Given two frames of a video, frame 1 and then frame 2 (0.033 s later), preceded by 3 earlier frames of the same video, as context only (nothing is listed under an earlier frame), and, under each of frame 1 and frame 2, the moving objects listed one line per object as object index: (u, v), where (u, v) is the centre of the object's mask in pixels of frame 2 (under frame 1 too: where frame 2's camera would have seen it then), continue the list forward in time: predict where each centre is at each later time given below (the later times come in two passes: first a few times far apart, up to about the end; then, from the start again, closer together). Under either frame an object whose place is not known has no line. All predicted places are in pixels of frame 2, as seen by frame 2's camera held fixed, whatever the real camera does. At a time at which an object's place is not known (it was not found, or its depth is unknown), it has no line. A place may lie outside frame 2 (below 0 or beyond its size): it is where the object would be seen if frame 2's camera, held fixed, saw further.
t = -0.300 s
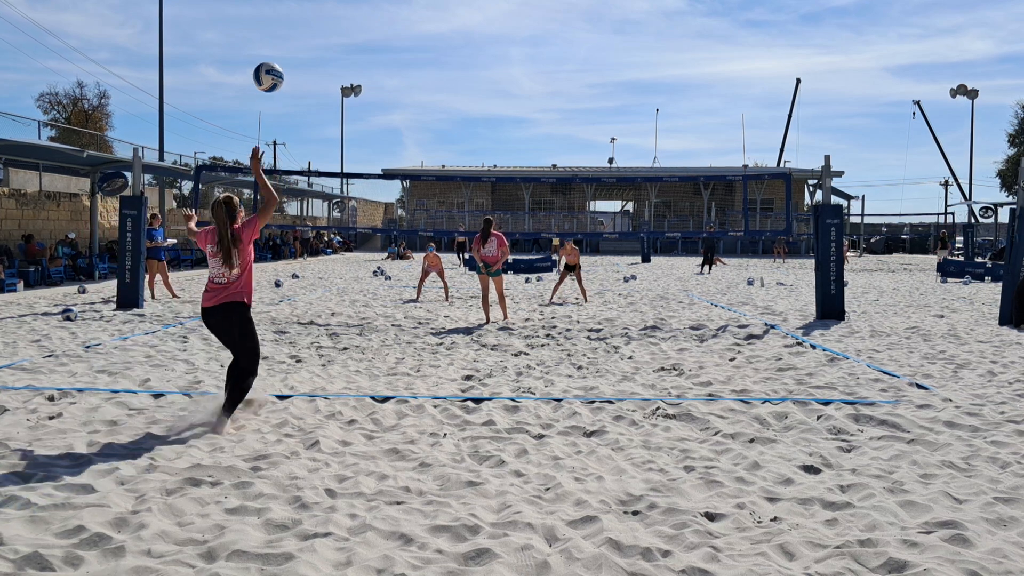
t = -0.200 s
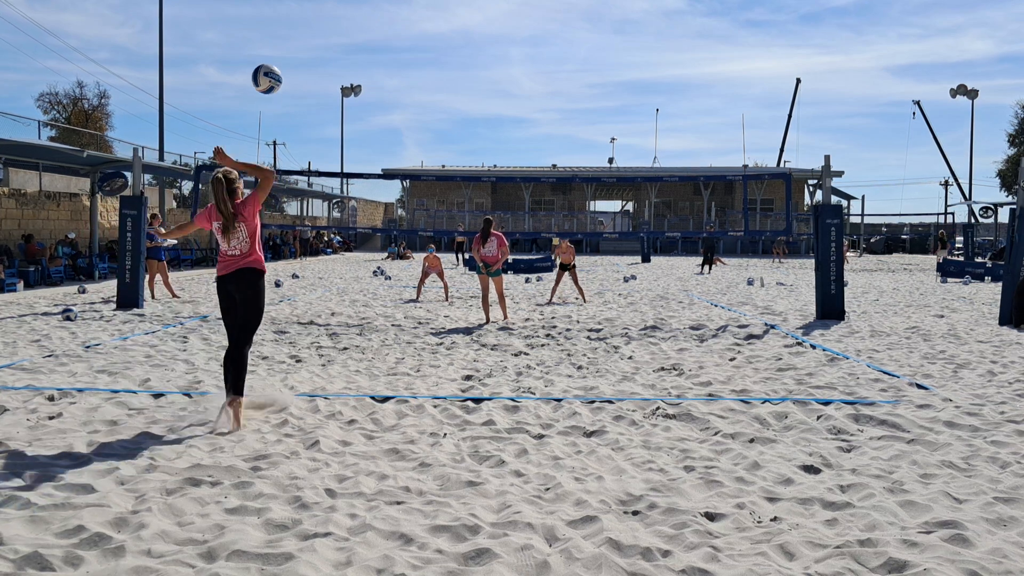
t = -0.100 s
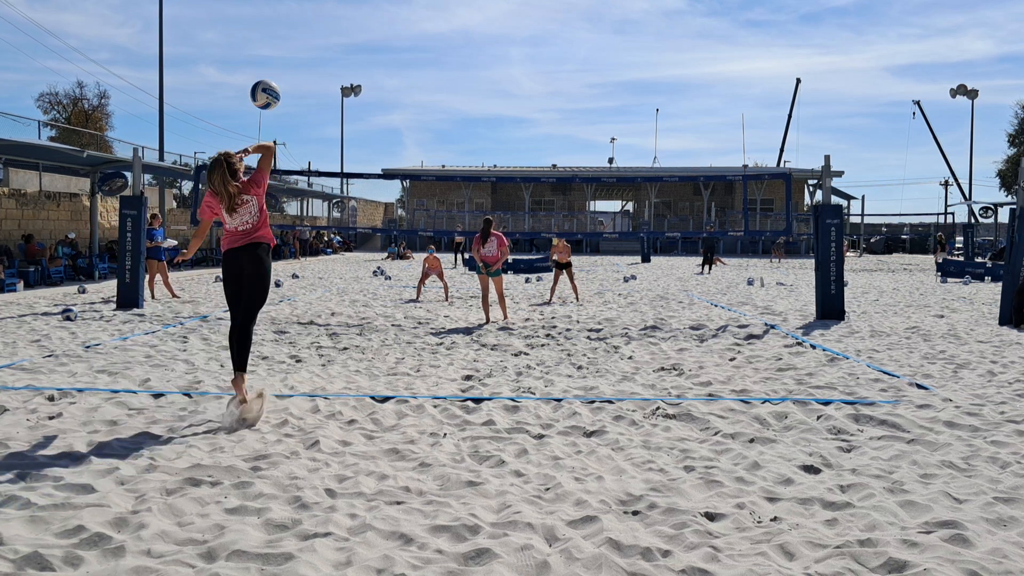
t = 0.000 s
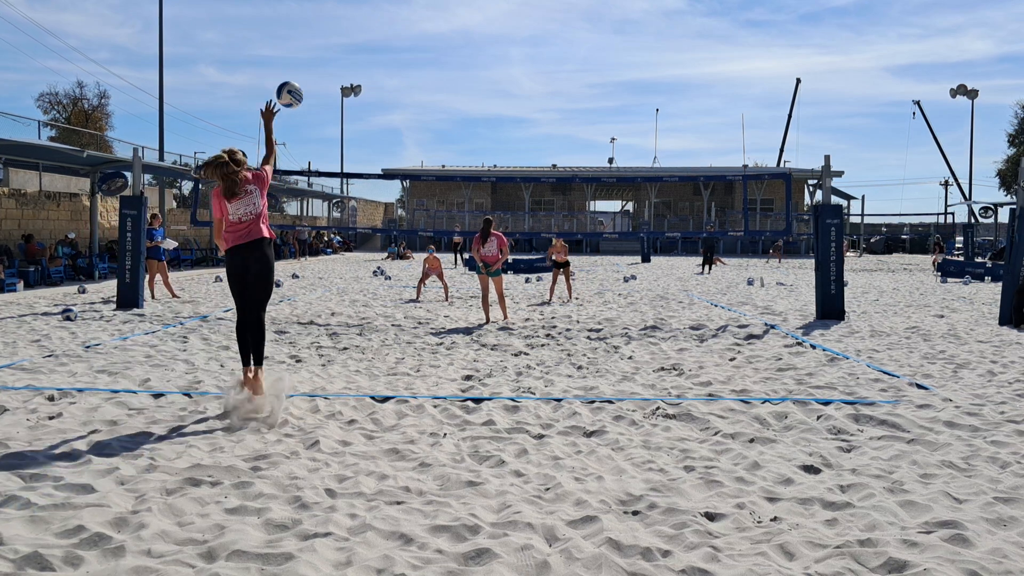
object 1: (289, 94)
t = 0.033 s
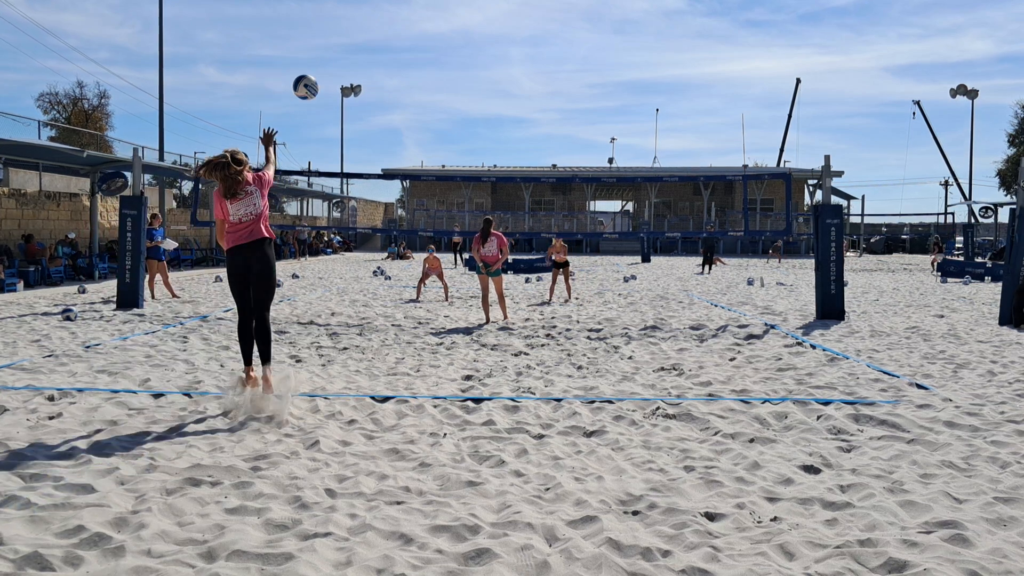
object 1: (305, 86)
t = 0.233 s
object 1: (375, 71)
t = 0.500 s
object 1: (433, 96)
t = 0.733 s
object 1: (461, 149)
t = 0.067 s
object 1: (320, 81)
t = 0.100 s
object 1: (333, 77)
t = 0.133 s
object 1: (345, 74)
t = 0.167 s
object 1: (356, 72)
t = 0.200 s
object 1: (366, 71)
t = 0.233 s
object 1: (375, 71)
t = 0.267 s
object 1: (384, 71)
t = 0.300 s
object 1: (393, 72)
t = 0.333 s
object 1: (400, 74)
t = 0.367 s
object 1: (408, 77)
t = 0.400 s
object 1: (415, 81)
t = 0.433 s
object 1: (421, 85)
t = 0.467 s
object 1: (427, 90)
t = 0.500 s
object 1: (433, 96)
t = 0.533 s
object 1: (438, 102)
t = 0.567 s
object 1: (443, 109)
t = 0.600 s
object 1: (447, 116)
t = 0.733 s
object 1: (461, 149)
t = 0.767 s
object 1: (463, 158)
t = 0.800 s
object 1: (465, 167)
